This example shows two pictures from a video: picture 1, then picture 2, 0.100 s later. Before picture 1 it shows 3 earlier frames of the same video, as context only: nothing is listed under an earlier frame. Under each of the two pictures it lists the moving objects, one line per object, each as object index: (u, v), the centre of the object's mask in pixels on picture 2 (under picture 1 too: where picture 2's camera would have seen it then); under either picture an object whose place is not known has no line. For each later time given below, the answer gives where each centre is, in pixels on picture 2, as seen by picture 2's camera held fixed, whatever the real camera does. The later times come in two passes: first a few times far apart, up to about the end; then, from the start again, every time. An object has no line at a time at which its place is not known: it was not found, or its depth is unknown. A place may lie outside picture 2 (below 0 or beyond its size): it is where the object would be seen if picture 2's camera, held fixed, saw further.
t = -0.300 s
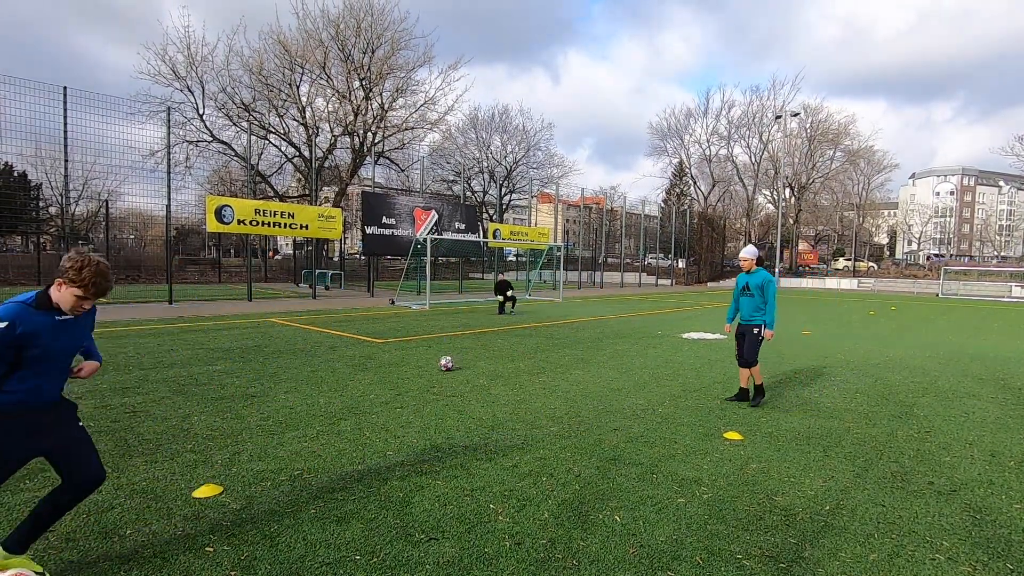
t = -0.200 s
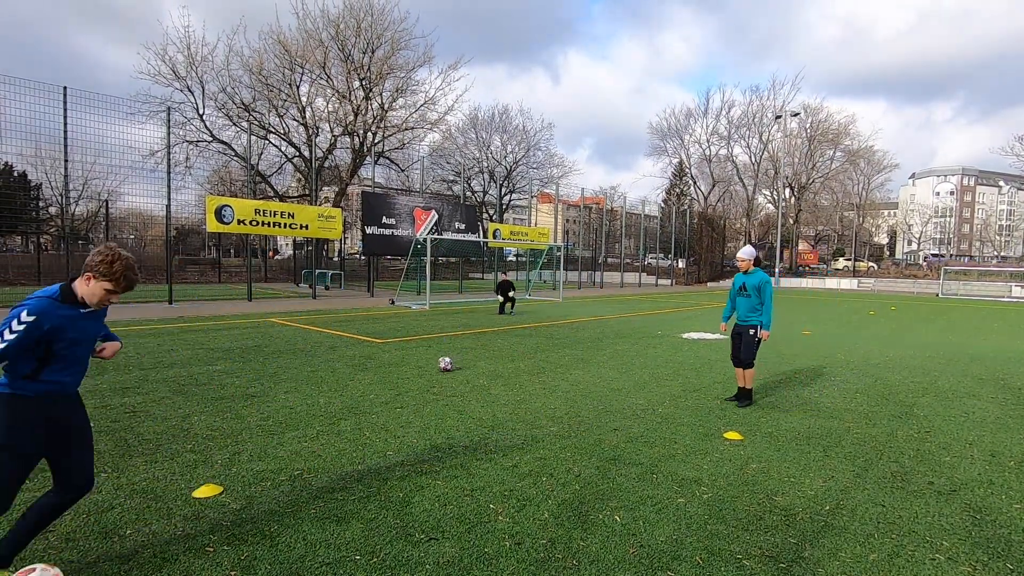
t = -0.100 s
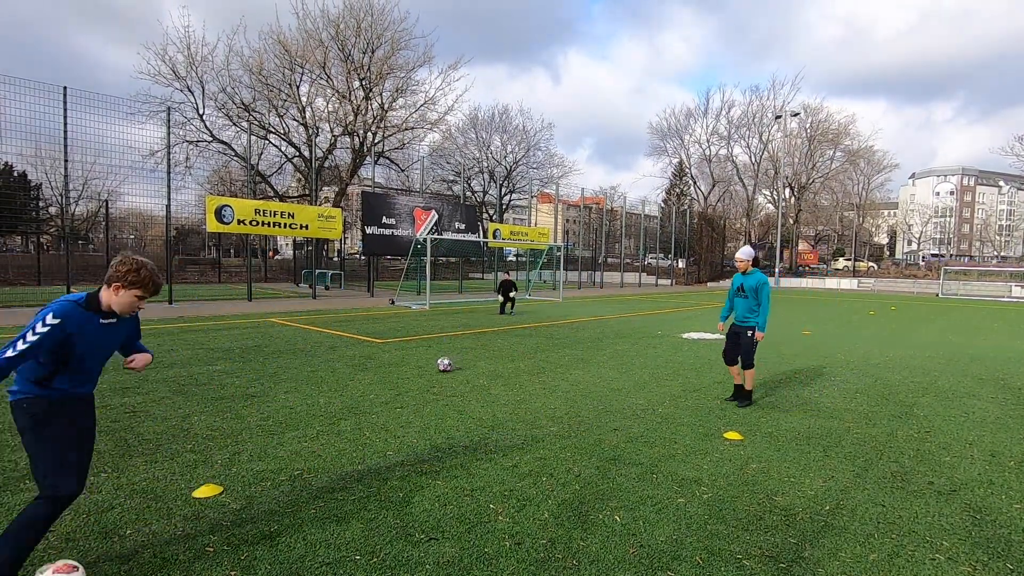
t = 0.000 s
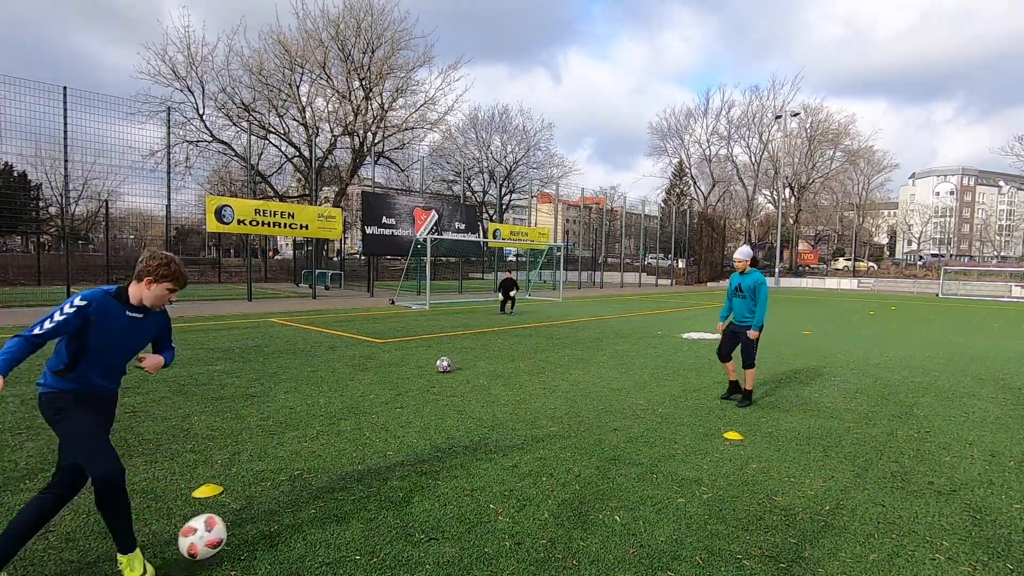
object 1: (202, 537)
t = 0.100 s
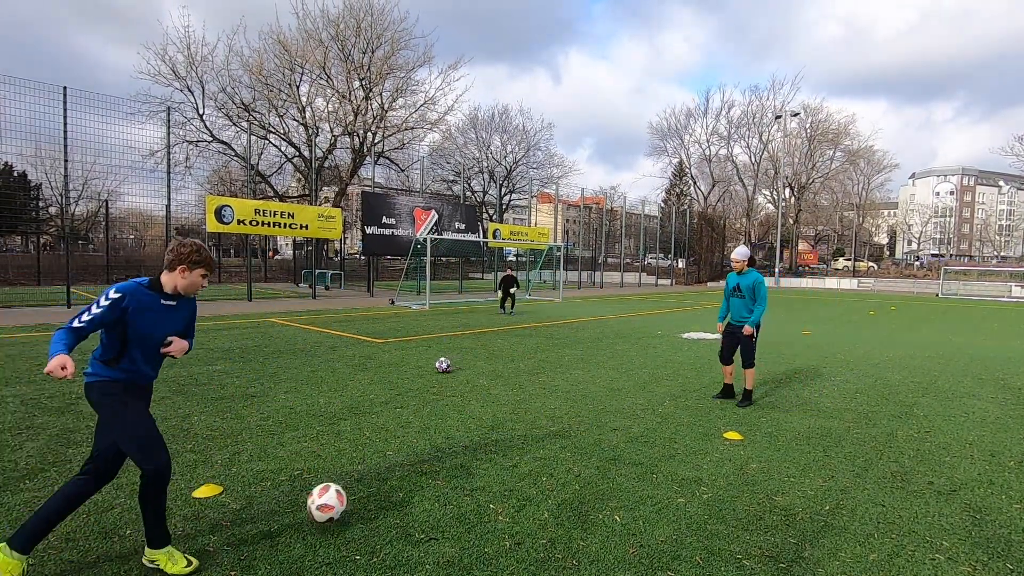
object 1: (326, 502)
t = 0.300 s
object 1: (480, 461)
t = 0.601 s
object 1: (615, 434)
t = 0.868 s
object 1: (695, 412)
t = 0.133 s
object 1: (361, 496)
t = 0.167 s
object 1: (393, 493)
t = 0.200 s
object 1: (419, 486)
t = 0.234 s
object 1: (440, 476)
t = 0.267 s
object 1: (461, 468)
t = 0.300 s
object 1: (480, 461)
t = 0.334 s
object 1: (499, 457)
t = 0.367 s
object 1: (516, 455)
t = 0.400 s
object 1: (532, 454)
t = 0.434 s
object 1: (548, 452)
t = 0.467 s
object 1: (563, 446)
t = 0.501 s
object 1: (576, 441)
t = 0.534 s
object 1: (589, 438)
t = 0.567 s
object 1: (603, 435)
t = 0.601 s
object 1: (615, 434)
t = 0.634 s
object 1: (627, 430)
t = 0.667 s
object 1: (637, 426)
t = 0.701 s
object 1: (648, 423)
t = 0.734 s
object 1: (658, 422)
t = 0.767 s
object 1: (668, 420)
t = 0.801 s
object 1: (678, 416)
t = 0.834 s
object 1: (687, 413)
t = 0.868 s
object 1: (695, 412)
